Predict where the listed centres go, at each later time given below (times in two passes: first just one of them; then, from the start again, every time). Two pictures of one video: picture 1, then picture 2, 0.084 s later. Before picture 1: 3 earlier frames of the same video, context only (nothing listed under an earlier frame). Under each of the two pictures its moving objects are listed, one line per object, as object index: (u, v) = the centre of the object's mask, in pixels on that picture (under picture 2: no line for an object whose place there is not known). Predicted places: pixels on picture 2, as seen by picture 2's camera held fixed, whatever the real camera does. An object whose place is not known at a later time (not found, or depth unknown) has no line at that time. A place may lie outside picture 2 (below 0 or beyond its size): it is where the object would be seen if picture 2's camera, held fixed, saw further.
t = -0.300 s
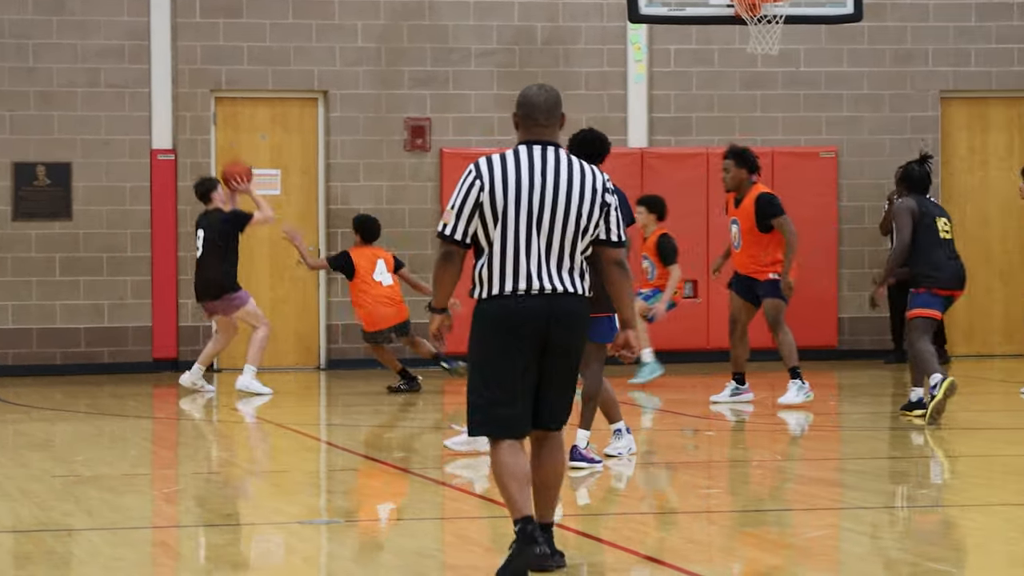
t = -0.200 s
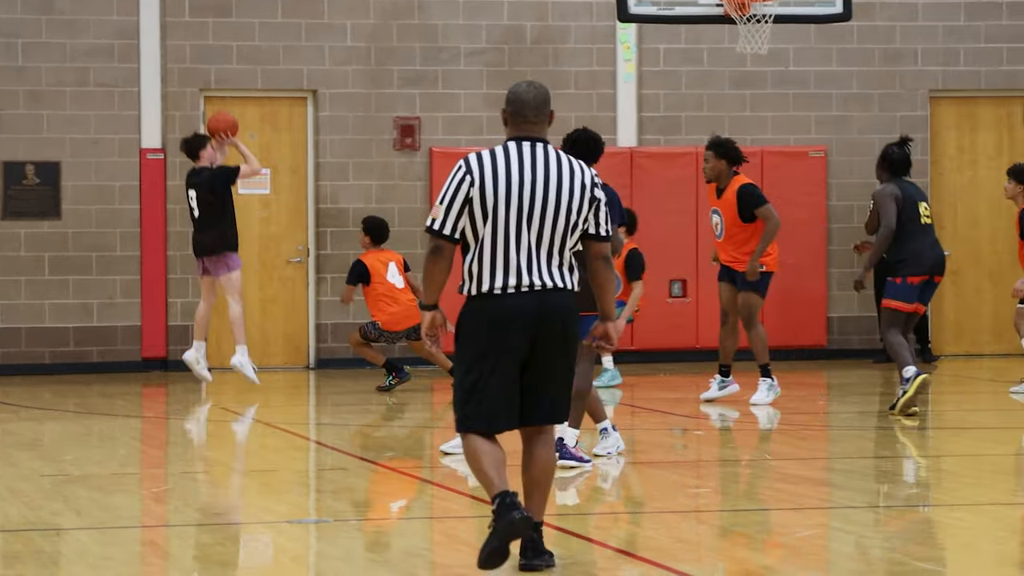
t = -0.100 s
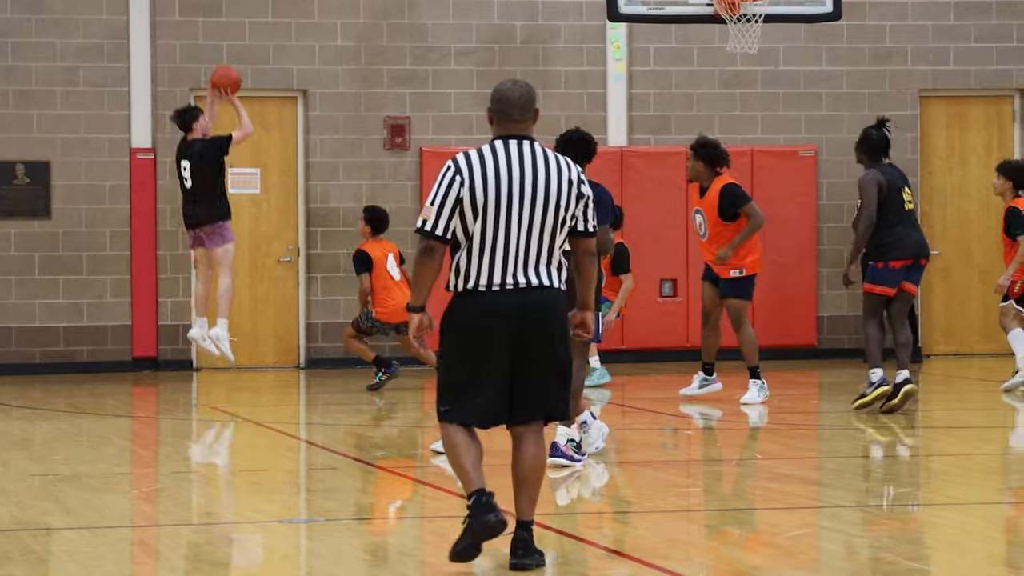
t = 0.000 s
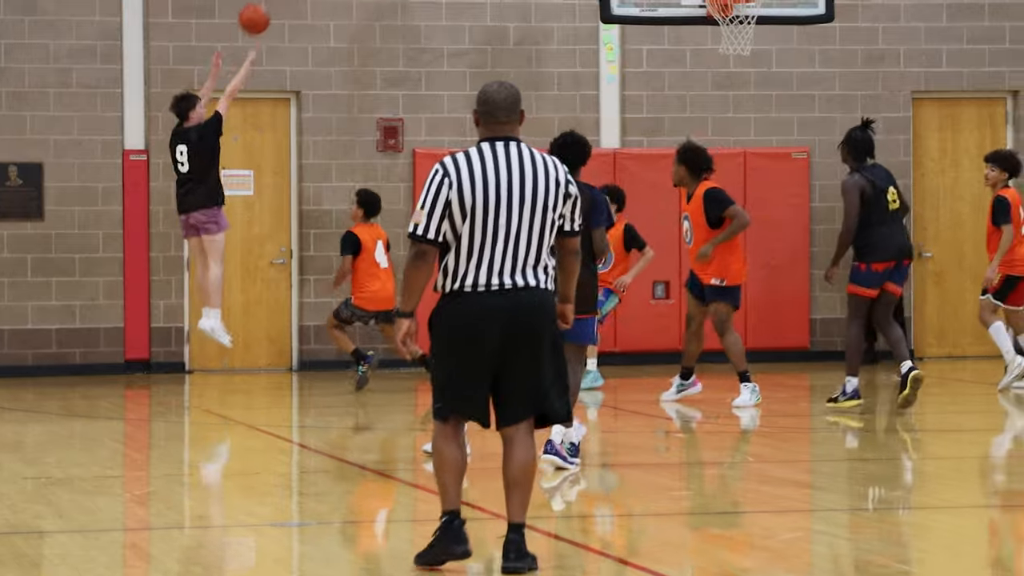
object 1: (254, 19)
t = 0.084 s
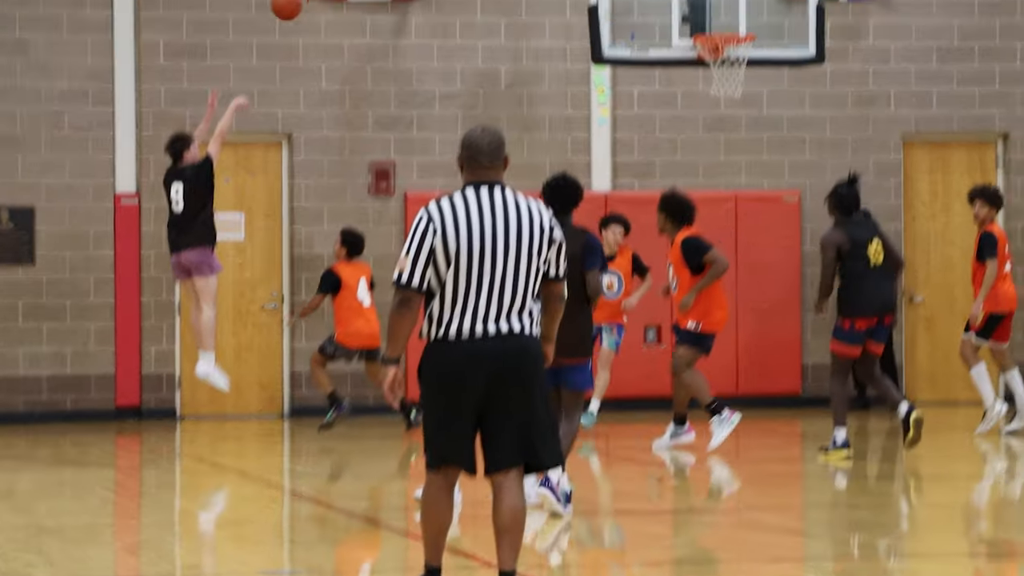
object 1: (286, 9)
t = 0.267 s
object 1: (375, -92)
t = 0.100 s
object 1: (295, -4)
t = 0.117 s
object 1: (302, -16)
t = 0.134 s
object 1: (310, -25)
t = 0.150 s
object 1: (317, -36)
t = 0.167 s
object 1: (326, -45)
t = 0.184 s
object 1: (332, -55)
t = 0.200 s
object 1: (340, -63)
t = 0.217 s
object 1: (350, -71)
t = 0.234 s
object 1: (358, -78)
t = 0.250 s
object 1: (366, -85)
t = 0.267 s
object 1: (375, -92)
